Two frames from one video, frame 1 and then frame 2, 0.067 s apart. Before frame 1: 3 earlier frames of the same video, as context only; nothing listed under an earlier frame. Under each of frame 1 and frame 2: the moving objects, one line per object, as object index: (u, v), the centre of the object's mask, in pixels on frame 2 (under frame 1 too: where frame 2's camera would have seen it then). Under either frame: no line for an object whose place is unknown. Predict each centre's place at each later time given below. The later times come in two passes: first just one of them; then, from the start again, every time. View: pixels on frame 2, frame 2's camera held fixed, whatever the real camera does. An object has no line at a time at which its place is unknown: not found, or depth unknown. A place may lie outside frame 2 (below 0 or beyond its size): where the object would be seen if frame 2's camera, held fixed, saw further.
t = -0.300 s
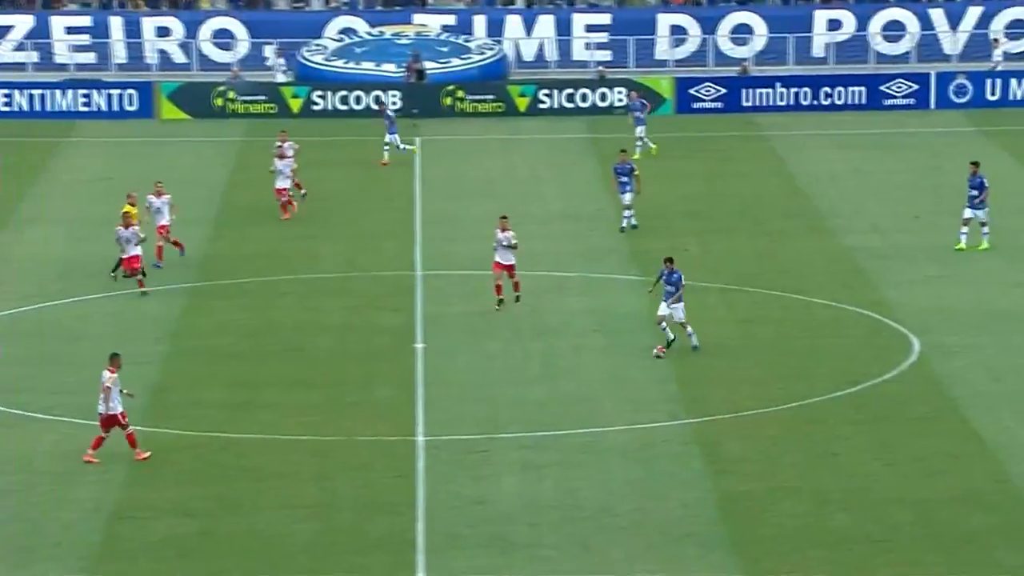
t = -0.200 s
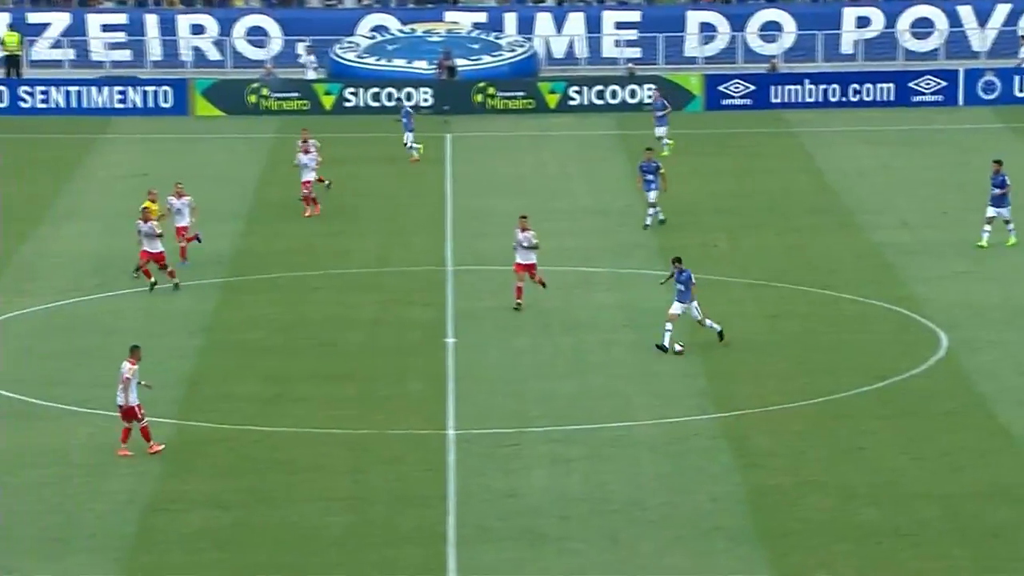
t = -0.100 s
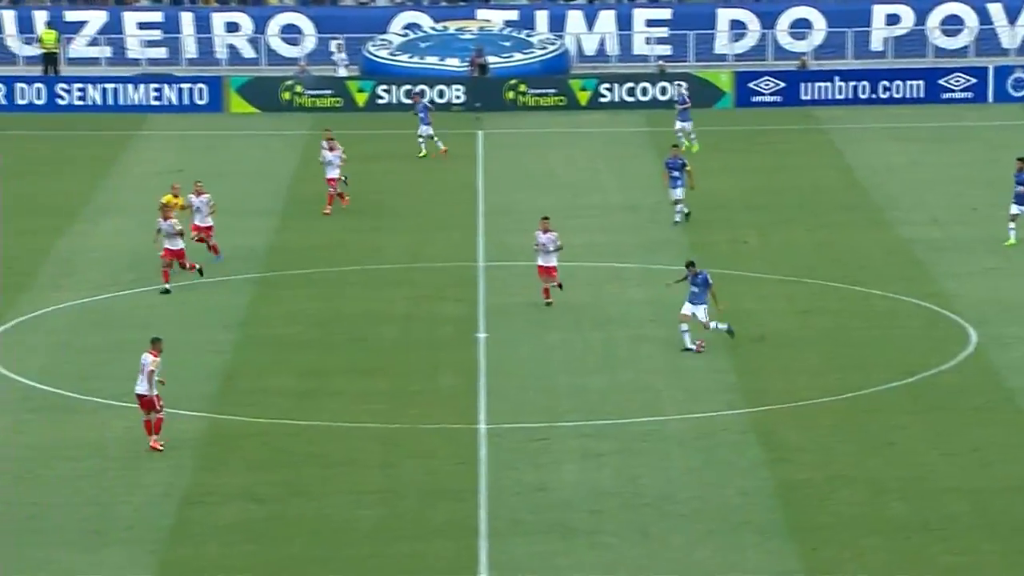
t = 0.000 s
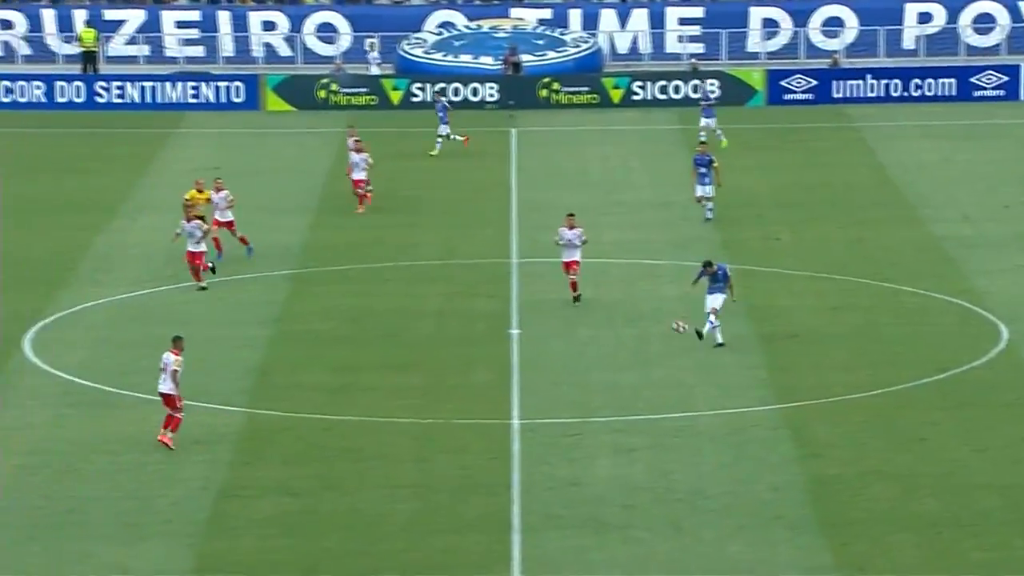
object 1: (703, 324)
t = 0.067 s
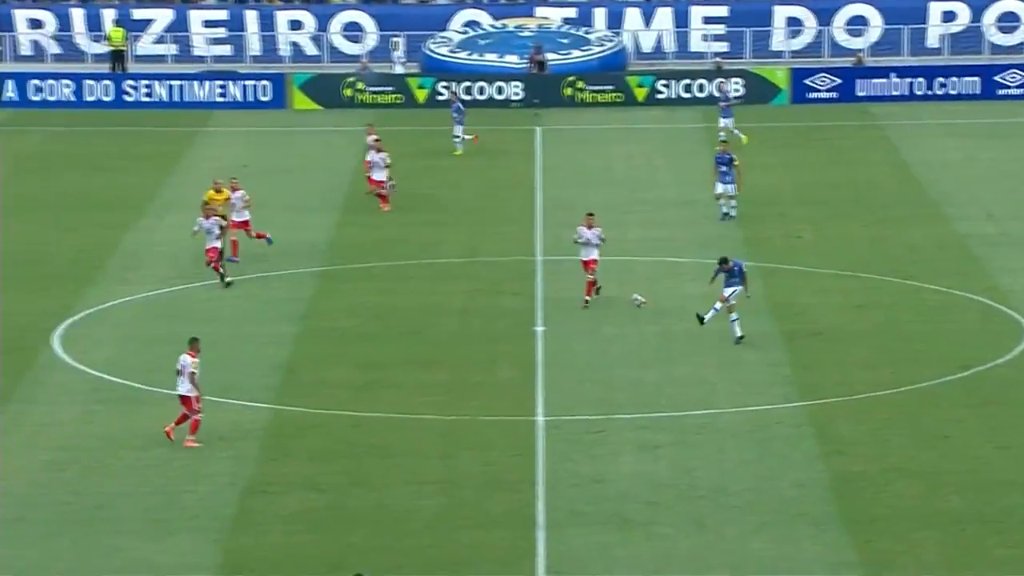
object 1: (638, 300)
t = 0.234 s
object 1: (478, 249)
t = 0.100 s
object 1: (606, 289)
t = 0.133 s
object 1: (572, 279)
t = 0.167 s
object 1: (541, 269)
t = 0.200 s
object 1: (509, 258)
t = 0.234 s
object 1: (478, 249)
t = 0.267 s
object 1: (446, 240)
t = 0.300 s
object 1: (415, 231)
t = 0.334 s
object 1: (384, 222)
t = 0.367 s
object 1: (353, 214)
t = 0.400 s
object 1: (321, 206)
